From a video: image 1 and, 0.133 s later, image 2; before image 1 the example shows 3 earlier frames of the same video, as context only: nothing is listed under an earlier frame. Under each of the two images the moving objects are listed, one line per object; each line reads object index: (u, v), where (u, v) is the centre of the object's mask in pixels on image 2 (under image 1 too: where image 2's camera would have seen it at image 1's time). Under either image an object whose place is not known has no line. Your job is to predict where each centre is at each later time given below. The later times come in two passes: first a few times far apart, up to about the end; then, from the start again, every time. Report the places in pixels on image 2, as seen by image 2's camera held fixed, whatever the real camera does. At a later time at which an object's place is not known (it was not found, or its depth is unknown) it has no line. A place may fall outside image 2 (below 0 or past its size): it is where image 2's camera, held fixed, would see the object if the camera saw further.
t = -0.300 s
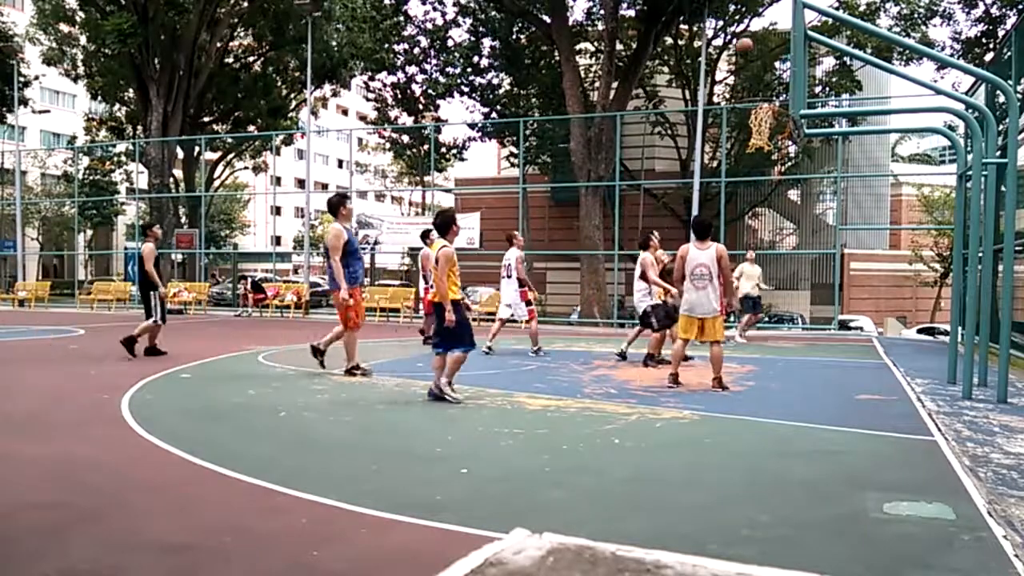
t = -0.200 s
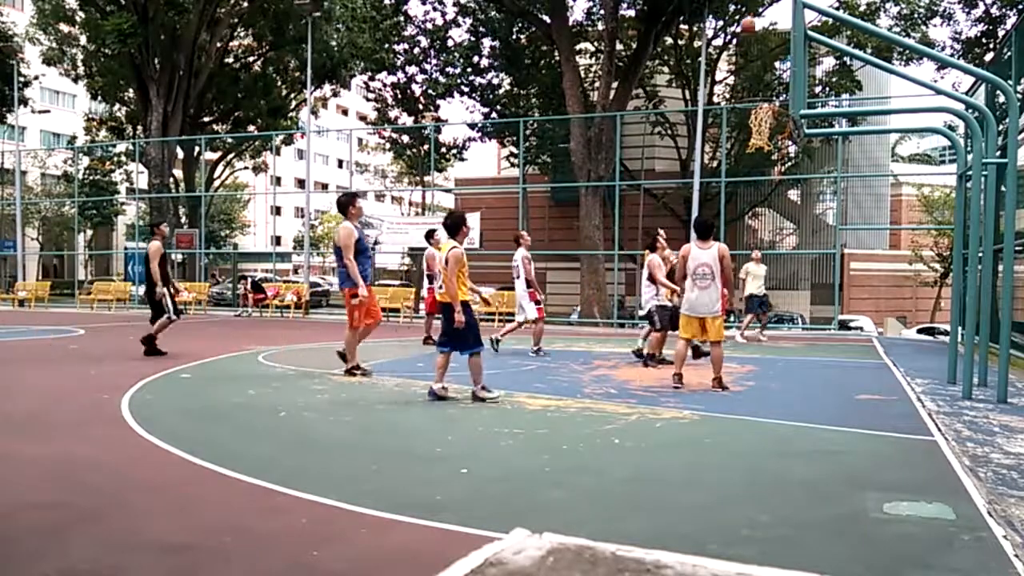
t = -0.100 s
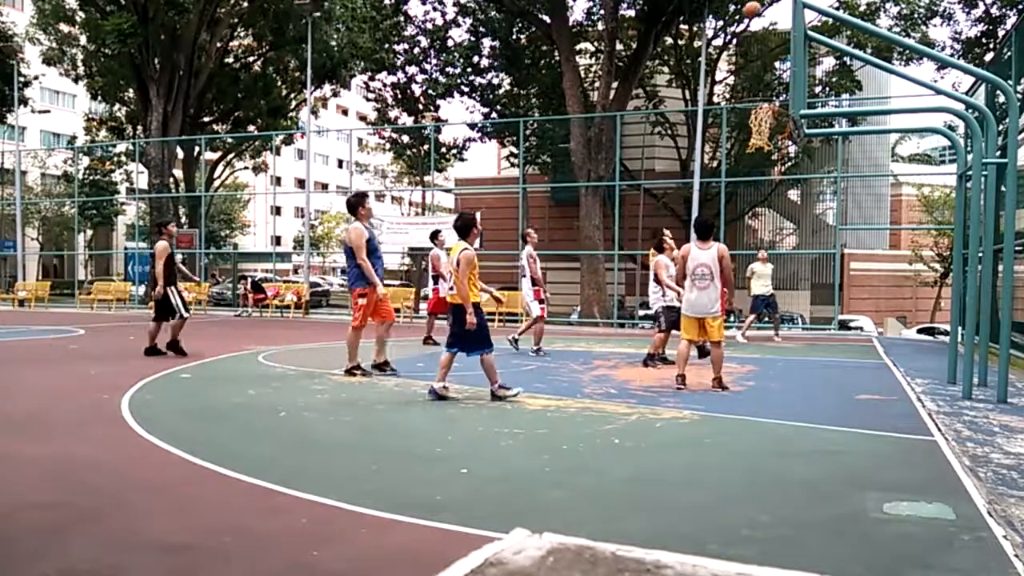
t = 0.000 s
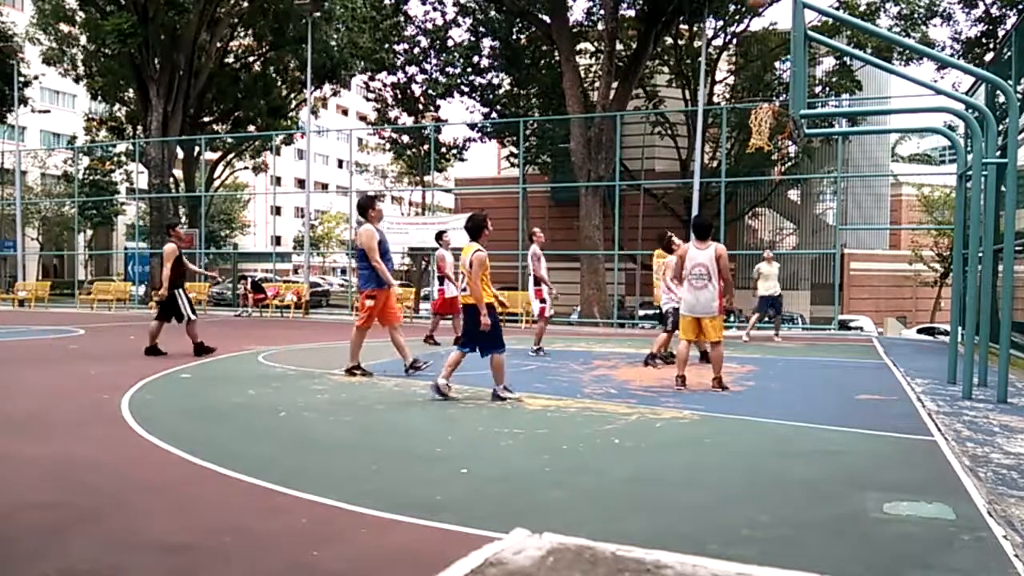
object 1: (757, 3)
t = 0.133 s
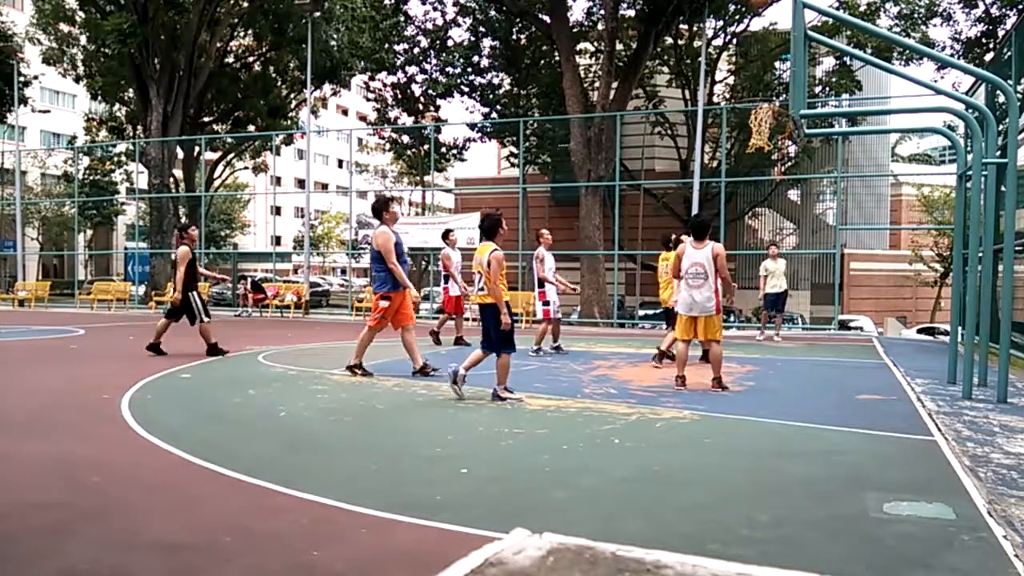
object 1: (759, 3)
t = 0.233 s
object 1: (765, 7)
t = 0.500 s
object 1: (778, 73)
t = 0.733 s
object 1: (740, 81)
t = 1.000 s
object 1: (679, 109)
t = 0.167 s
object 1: (760, 5)
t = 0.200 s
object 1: (763, 6)
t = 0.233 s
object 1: (765, 7)
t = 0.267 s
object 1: (767, 12)
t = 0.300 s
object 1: (768, 17)
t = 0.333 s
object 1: (770, 24)
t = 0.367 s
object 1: (772, 30)
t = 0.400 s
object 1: (774, 39)
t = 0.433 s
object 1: (775, 49)
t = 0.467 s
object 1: (776, 61)
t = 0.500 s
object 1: (778, 73)
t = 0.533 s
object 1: (778, 87)
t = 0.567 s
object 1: (780, 93)
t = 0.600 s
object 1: (773, 89)
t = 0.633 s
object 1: (764, 86)
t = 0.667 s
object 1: (757, 83)
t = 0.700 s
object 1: (748, 82)
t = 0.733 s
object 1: (740, 81)
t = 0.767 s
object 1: (732, 82)
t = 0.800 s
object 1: (724, 84)
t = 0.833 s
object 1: (715, 86)
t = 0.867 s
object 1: (708, 89)
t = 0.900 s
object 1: (701, 93)
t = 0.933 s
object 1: (694, 95)
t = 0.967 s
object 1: (685, 103)
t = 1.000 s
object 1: (679, 109)
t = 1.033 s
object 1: (671, 116)
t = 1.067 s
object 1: (664, 122)
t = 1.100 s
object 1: (656, 132)
